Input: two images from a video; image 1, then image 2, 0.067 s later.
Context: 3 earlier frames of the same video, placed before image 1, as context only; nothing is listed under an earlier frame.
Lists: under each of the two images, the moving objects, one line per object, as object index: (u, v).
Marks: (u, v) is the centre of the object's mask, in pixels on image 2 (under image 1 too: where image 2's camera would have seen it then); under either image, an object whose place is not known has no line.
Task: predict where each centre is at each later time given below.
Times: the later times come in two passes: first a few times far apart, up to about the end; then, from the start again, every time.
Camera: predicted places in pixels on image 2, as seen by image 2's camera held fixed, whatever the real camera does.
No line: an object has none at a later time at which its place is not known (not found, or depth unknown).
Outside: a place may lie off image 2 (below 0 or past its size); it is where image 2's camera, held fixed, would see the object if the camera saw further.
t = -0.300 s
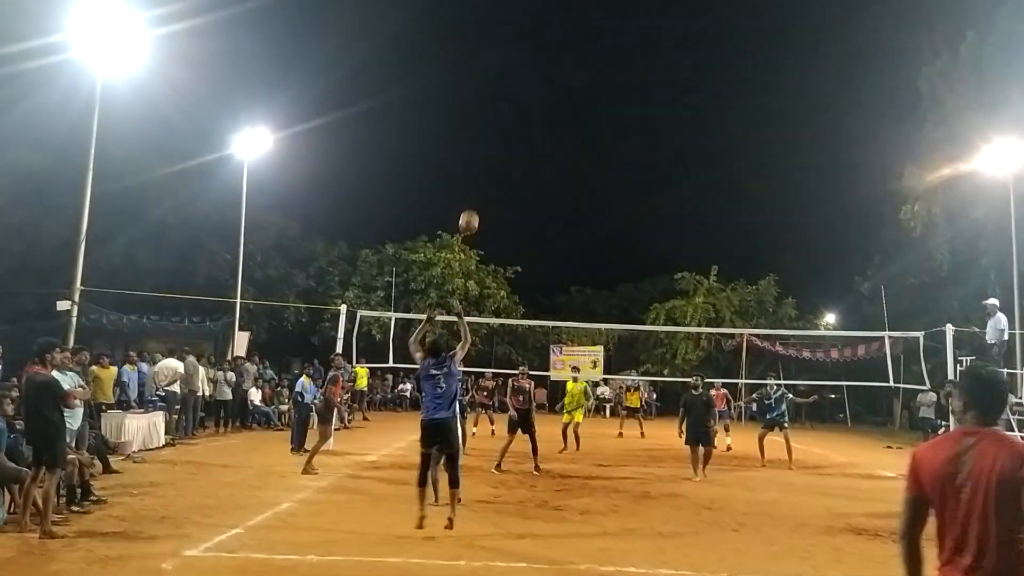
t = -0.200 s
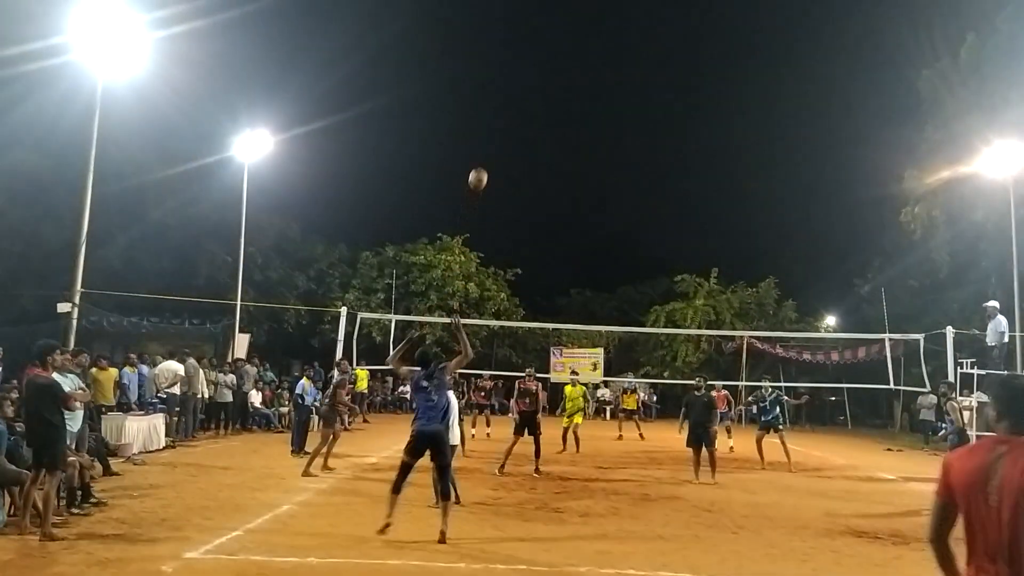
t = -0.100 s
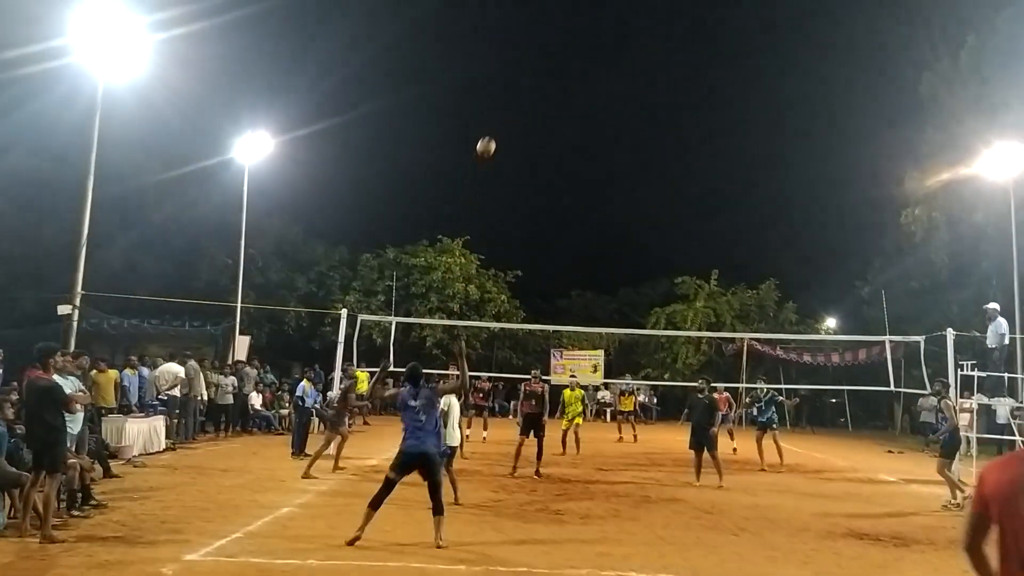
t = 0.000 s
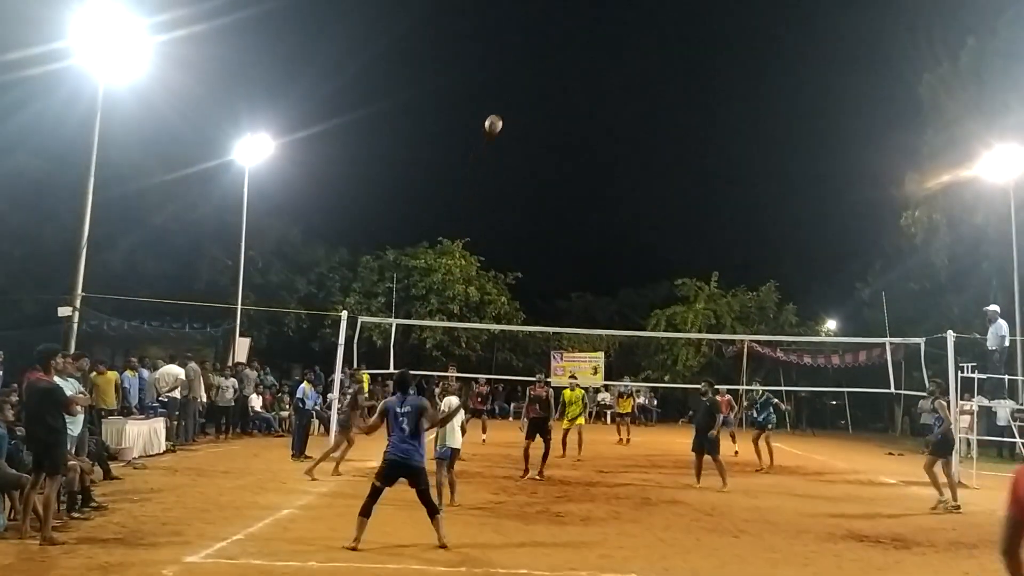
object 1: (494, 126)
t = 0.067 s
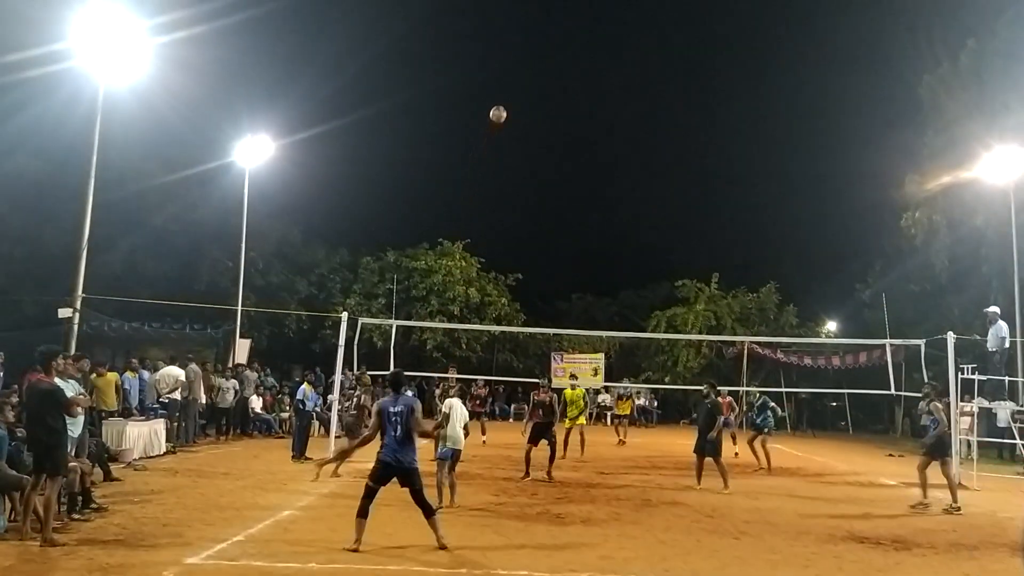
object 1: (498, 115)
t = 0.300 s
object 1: (511, 103)
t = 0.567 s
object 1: (522, 133)
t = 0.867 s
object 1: (530, 211)
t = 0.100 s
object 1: (500, 110)
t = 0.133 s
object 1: (502, 107)
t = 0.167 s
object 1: (504, 105)
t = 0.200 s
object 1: (506, 103)
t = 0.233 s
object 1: (508, 102)
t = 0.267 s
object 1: (510, 102)
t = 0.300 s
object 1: (511, 103)
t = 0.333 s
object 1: (513, 104)
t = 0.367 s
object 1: (515, 107)
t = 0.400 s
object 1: (516, 110)
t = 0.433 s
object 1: (517, 113)
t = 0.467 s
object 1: (519, 117)
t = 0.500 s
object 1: (520, 122)
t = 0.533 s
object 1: (521, 127)
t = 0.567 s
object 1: (522, 133)
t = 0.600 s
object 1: (523, 140)
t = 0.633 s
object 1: (525, 147)
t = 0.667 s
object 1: (526, 155)
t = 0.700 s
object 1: (527, 163)
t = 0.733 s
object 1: (528, 171)
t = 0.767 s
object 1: (528, 180)
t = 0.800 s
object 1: (529, 189)
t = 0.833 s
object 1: (530, 200)
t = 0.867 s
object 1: (530, 211)
